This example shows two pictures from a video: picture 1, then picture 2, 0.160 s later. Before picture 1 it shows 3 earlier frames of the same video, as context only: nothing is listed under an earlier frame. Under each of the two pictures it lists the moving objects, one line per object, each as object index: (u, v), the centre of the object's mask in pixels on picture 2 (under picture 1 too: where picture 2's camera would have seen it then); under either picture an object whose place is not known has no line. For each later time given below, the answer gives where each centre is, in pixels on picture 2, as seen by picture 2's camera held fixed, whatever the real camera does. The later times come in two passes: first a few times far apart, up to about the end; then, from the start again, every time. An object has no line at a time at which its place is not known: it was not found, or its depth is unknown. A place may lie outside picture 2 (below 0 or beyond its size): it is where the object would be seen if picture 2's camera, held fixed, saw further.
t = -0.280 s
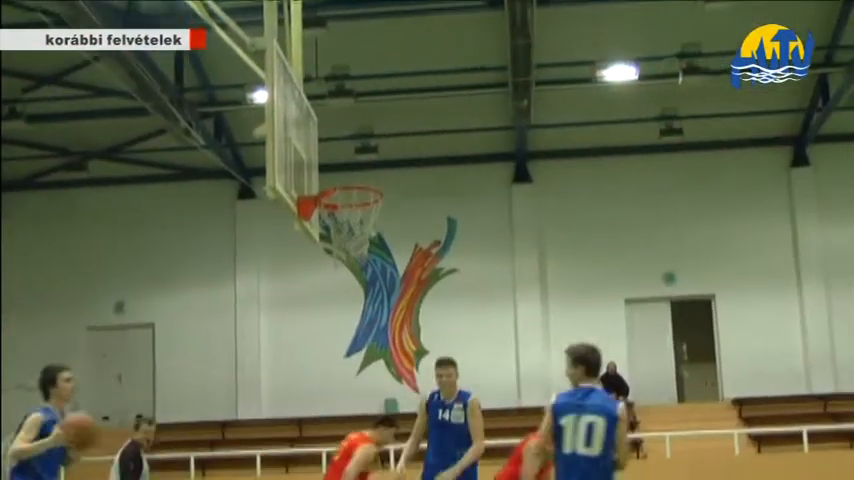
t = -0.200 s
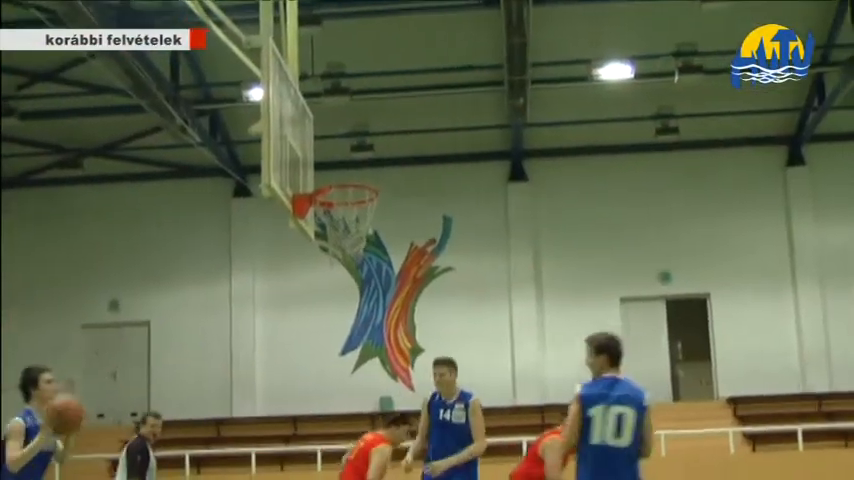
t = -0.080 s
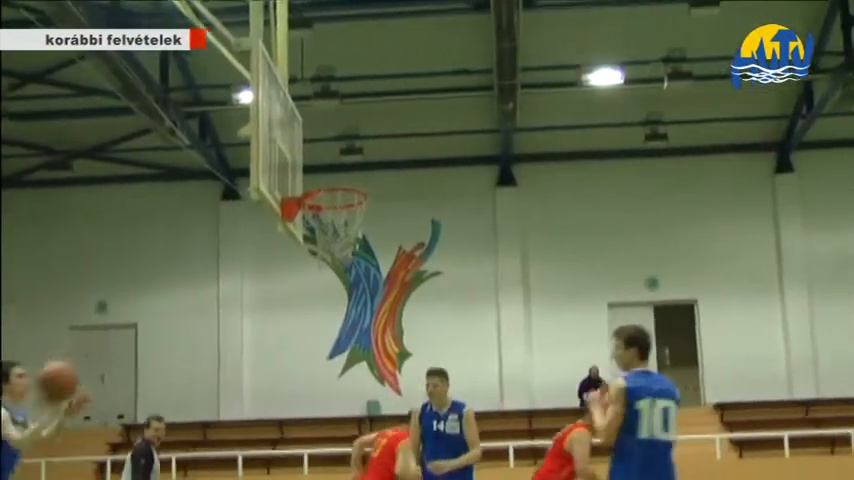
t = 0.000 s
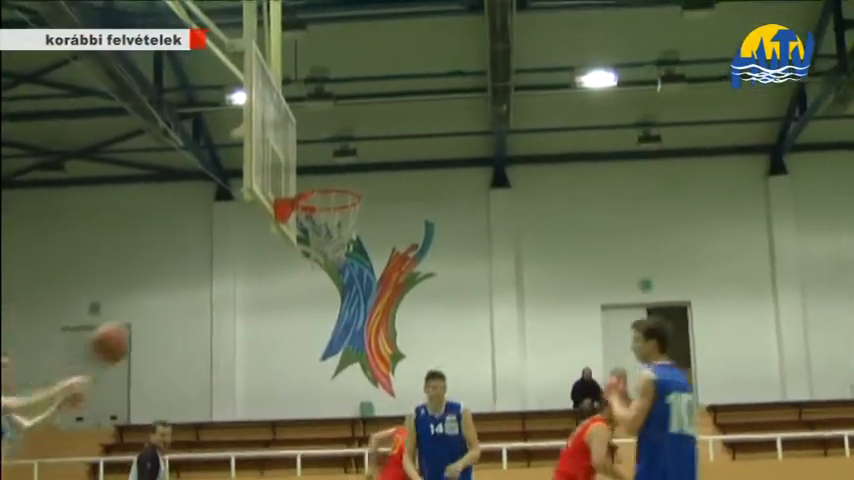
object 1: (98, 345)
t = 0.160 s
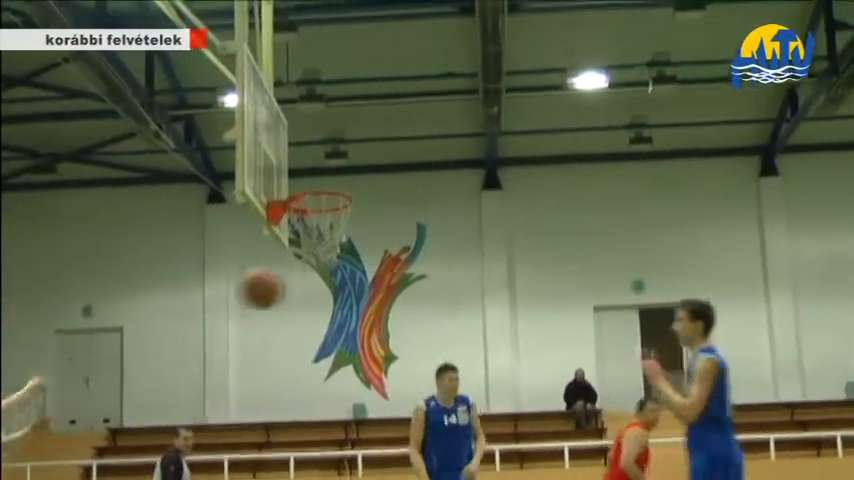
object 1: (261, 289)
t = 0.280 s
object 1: (391, 270)
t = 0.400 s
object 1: (528, 279)
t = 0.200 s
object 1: (302, 280)
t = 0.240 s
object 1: (342, 272)
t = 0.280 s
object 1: (391, 270)
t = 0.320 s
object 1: (435, 272)
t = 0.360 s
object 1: (481, 273)
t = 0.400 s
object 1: (528, 279)
